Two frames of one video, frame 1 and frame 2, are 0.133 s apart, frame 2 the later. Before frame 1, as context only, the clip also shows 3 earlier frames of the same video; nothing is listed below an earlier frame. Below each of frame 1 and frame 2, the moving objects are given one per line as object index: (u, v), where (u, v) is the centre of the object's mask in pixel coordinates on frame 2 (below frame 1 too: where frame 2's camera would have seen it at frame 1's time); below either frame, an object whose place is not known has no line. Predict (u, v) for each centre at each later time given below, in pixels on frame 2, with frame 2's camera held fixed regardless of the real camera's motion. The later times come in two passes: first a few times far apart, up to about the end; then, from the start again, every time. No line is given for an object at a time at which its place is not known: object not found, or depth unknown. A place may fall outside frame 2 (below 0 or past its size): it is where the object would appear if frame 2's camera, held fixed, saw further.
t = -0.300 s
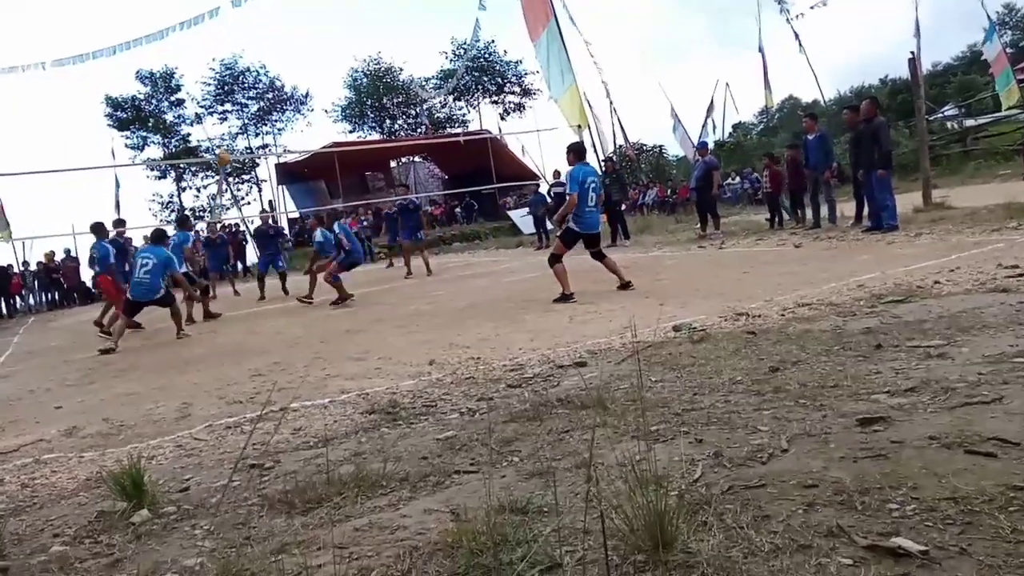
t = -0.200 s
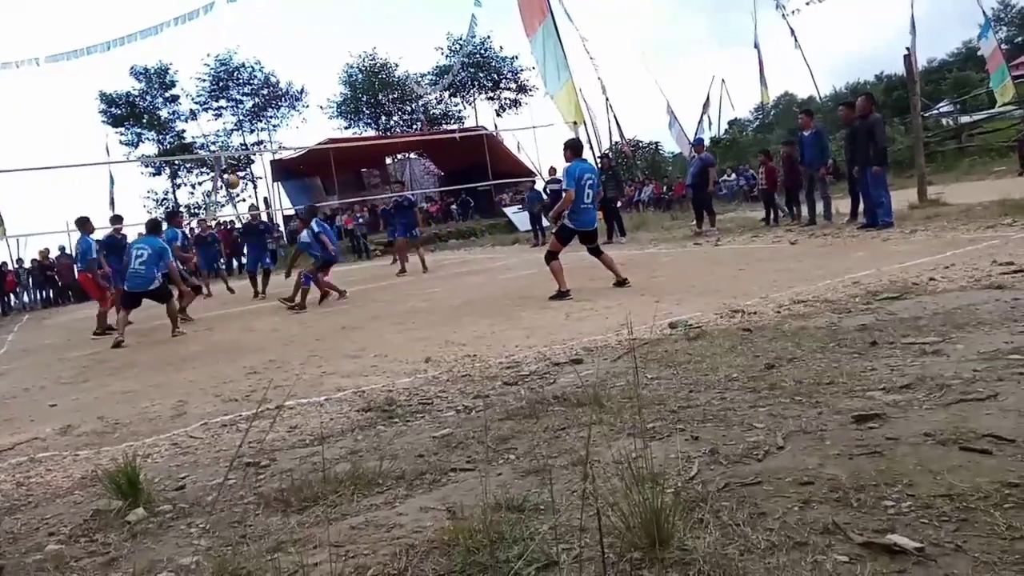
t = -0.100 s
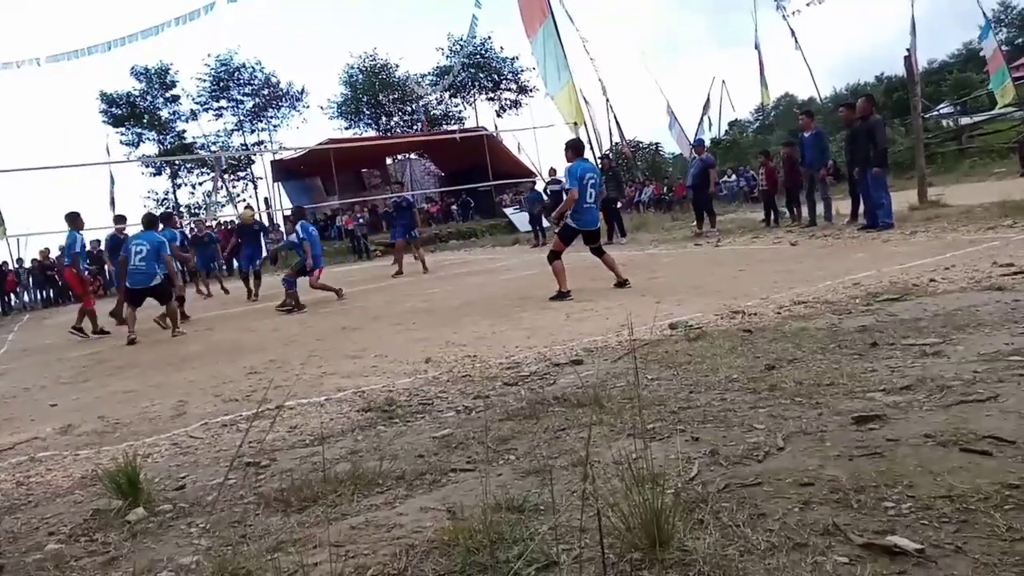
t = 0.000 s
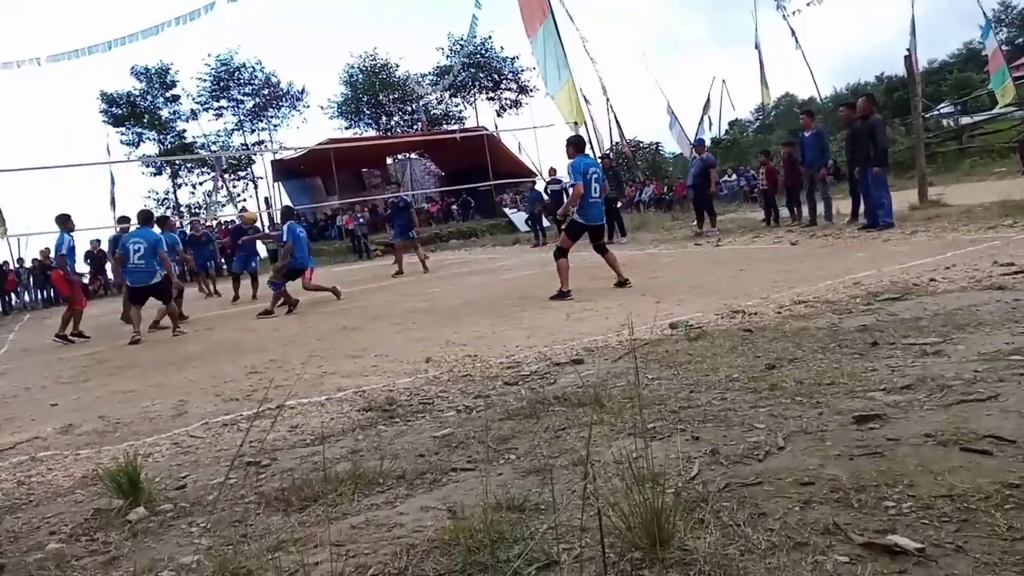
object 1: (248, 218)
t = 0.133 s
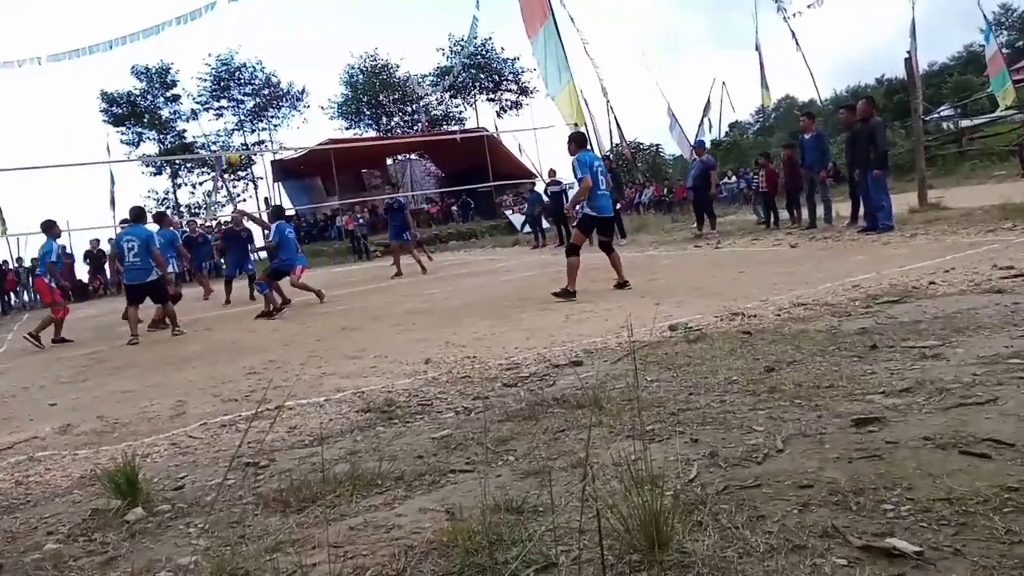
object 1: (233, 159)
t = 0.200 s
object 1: (224, 134)
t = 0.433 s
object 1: (198, 71)
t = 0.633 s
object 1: (180, 45)
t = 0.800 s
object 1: (171, 46)
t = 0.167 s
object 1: (228, 147)
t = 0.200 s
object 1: (224, 134)
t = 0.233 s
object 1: (220, 124)
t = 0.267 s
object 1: (216, 113)
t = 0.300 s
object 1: (213, 103)
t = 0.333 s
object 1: (208, 93)
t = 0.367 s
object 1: (206, 86)
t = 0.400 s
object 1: (201, 78)
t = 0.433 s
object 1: (198, 71)
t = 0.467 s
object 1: (195, 65)
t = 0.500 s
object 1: (191, 60)
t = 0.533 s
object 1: (189, 55)
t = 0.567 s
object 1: (186, 51)
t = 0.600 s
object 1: (183, 48)
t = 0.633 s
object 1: (180, 45)
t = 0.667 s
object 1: (179, 44)
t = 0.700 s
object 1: (177, 44)
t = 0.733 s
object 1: (175, 44)
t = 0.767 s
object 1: (173, 45)
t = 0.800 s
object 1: (171, 46)
